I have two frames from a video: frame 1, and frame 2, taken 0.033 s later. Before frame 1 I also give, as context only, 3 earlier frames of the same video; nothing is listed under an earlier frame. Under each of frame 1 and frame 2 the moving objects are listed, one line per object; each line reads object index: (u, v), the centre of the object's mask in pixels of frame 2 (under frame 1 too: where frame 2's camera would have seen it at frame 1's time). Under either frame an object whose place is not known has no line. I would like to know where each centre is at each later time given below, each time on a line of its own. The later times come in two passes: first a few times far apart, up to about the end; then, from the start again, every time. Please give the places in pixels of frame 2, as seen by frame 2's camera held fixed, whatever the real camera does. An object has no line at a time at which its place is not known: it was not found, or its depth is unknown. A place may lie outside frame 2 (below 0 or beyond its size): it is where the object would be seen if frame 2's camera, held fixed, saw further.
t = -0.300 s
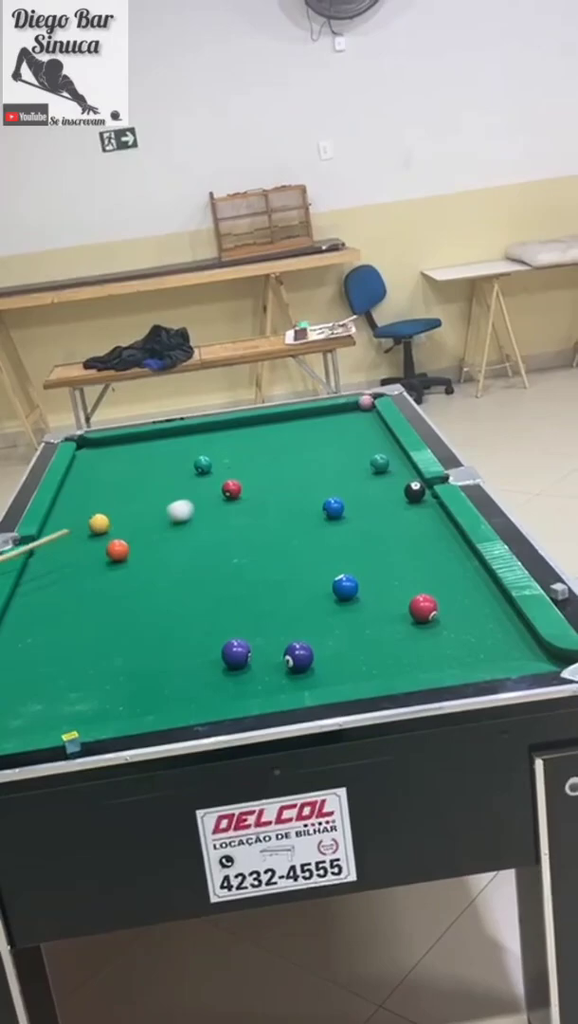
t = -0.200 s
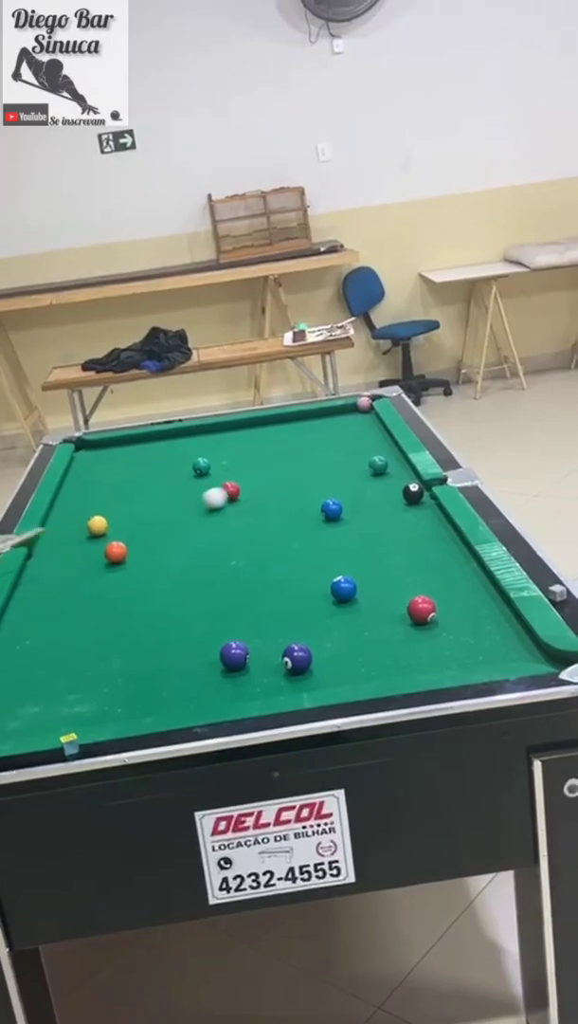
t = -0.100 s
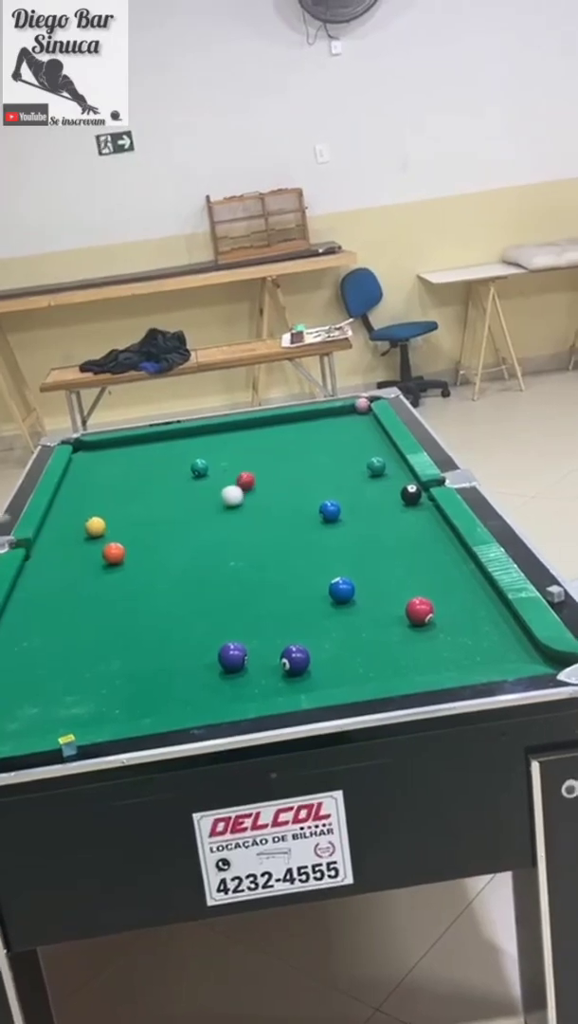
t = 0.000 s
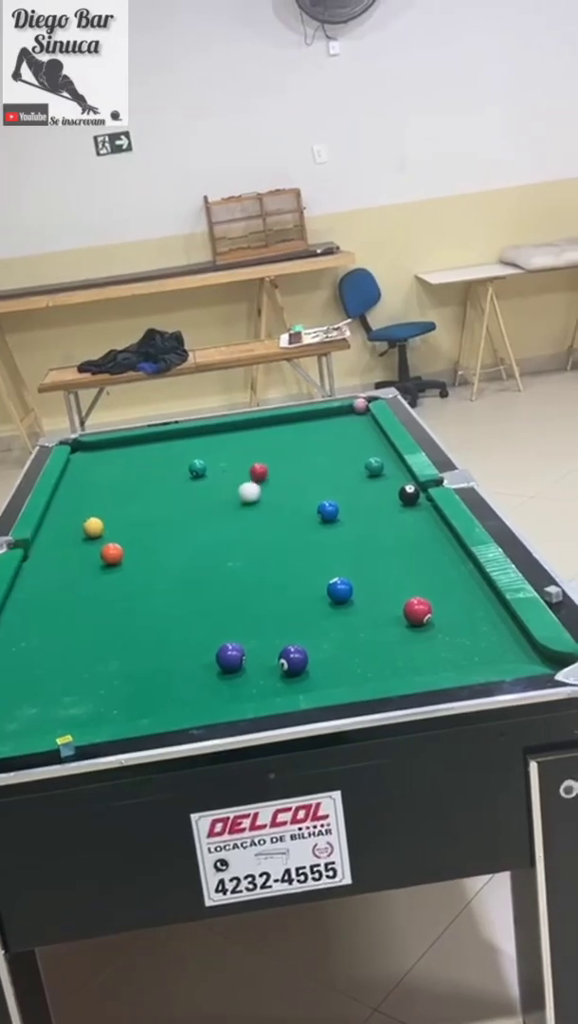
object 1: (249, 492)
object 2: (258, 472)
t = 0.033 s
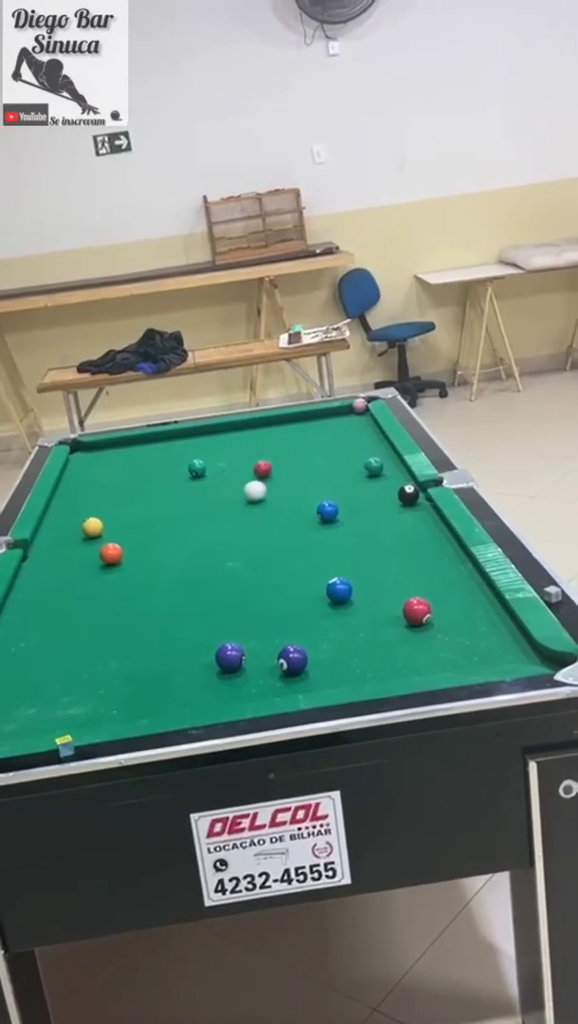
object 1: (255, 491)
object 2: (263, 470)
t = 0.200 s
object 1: (285, 484)
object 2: (285, 455)
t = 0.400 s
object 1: (319, 477)
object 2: (308, 440)
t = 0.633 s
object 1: (355, 469)
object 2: (333, 425)
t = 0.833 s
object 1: (363, 468)
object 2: (351, 413)
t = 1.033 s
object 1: (368, 467)
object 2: (360, 409)
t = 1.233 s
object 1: (367, 468)
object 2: (359, 407)
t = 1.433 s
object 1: (367, 468)
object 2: (358, 407)
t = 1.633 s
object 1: (367, 468)
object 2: (359, 407)
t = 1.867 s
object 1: (367, 468)
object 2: (359, 407)
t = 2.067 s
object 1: (367, 468)
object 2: (359, 407)
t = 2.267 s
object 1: (367, 468)
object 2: (359, 407)
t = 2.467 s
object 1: (367, 468)
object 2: (359, 407)
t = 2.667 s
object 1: (367, 468)
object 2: (359, 406)
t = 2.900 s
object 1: (367, 468)
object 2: (359, 406)
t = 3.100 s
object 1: (367, 468)
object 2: (359, 407)
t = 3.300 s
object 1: (367, 468)
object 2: (360, 406)
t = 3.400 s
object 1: (367, 468)
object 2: (359, 406)
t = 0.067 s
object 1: (261, 490)
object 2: (267, 467)
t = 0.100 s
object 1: (267, 488)
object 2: (272, 463)
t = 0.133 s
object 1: (273, 487)
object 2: (276, 460)
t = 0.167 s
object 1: (279, 486)
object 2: (280, 458)
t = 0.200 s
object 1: (285, 484)
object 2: (285, 455)
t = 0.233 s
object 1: (291, 483)
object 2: (289, 453)
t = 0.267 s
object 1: (297, 482)
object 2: (293, 450)
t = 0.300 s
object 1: (302, 481)
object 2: (297, 448)
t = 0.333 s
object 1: (308, 480)
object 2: (301, 445)
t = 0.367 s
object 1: (314, 478)
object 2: (305, 443)
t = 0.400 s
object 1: (319, 477)
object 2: (308, 440)
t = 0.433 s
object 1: (324, 476)
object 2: (312, 438)
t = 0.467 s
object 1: (330, 475)
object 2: (316, 436)
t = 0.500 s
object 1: (335, 474)
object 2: (319, 433)
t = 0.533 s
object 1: (340, 473)
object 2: (322, 431)
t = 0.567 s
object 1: (346, 472)
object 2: (326, 429)
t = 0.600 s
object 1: (351, 470)
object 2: (329, 427)
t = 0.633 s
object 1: (355, 469)
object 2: (333, 425)
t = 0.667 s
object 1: (357, 469)
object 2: (336, 423)
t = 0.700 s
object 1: (358, 469)
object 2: (339, 420)
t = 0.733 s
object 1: (359, 469)
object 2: (342, 418)
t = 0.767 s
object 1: (361, 469)
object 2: (346, 417)
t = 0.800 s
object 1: (362, 468)
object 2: (348, 415)
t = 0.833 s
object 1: (363, 468)
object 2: (351, 413)
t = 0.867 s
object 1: (365, 468)
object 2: (354, 412)
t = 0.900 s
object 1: (366, 468)
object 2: (356, 411)
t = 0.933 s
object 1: (367, 468)
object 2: (357, 410)
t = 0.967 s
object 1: (368, 467)
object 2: (359, 410)
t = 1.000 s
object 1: (368, 467)
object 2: (360, 409)
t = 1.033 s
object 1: (368, 467)
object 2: (360, 409)
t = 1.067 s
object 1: (368, 468)
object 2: (360, 408)
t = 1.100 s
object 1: (367, 468)
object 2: (360, 408)
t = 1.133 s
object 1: (367, 468)
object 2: (360, 408)
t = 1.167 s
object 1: (367, 468)
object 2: (359, 407)
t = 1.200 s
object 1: (367, 468)
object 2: (359, 408)
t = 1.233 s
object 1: (367, 468)
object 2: (359, 407)
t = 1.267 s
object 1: (367, 468)
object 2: (358, 407)
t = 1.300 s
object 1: (367, 468)
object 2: (358, 407)
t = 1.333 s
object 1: (367, 468)
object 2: (358, 407)
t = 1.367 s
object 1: (367, 468)
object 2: (358, 407)
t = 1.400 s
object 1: (367, 468)
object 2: (358, 407)
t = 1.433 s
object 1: (367, 468)
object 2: (358, 407)
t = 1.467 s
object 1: (367, 468)
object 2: (358, 407)
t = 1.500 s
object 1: (367, 468)
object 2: (358, 407)
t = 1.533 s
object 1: (367, 468)
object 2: (358, 407)
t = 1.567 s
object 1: (367, 468)
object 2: (359, 407)
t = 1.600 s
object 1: (367, 468)
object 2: (358, 407)
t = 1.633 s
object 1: (367, 468)
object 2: (359, 407)
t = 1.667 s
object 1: (367, 468)
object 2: (359, 407)
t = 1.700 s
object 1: (367, 468)
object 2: (358, 407)
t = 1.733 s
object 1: (367, 468)
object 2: (359, 407)
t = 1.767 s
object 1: (367, 468)
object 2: (359, 407)
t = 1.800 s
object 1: (367, 468)
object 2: (359, 407)
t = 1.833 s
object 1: (367, 468)
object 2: (359, 407)
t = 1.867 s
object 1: (367, 468)
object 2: (359, 407)
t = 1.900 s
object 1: (367, 468)
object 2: (359, 407)
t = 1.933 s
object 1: (367, 468)
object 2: (359, 407)
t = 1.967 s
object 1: (367, 468)
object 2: (359, 407)
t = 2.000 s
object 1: (367, 468)
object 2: (359, 407)
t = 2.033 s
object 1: (367, 468)
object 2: (359, 407)
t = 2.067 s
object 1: (367, 468)
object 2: (359, 407)
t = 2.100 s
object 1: (367, 468)
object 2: (359, 407)
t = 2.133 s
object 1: (367, 468)
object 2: (359, 407)
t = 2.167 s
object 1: (367, 468)
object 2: (359, 407)
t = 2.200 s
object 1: (367, 468)
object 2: (359, 407)
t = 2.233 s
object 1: (367, 468)
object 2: (359, 407)
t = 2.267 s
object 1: (367, 468)
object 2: (359, 407)
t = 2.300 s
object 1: (367, 468)
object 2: (359, 407)
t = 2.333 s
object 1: (367, 468)
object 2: (359, 407)
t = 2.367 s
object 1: (367, 468)
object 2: (359, 406)
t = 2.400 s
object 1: (367, 468)
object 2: (359, 407)
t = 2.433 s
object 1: (367, 468)
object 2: (359, 406)
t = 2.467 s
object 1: (367, 468)
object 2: (359, 407)
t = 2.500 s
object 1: (367, 468)
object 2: (359, 406)
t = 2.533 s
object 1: (367, 468)
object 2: (359, 406)
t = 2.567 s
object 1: (367, 468)
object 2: (359, 407)
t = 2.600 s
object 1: (368, 468)
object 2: (359, 406)
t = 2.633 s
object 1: (367, 468)
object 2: (359, 407)
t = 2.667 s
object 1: (367, 468)
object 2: (359, 406)
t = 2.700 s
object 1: (367, 468)
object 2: (359, 406)
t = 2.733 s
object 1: (367, 468)
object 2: (359, 406)
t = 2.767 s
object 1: (367, 468)
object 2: (359, 406)
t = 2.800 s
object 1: (367, 468)
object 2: (359, 406)
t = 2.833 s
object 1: (367, 468)
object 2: (359, 406)
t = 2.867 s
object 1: (367, 468)
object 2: (359, 406)
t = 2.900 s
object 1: (367, 468)
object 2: (359, 406)
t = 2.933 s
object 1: (367, 468)
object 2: (359, 407)
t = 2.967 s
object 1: (368, 468)
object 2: (359, 407)
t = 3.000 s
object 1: (367, 468)
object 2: (359, 406)
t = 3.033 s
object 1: (367, 468)
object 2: (359, 407)
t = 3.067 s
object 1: (368, 468)
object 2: (359, 407)
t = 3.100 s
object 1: (367, 468)
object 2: (359, 407)
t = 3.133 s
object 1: (367, 468)
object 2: (359, 406)
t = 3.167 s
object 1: (367, 468)
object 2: (359, 407)
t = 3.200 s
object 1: (367, 468)
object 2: (359, 406)
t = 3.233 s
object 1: (367, 468)
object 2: (359, 407)
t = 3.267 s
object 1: (367, 468)
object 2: (359, 406)
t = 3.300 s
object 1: (367, 468)
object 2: (360, 406)
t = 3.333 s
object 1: (367, 468)
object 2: (359, 407)
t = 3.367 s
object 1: (367, 468)
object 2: (359, 406)
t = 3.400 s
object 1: (367, 468)
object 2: (359, 406)
